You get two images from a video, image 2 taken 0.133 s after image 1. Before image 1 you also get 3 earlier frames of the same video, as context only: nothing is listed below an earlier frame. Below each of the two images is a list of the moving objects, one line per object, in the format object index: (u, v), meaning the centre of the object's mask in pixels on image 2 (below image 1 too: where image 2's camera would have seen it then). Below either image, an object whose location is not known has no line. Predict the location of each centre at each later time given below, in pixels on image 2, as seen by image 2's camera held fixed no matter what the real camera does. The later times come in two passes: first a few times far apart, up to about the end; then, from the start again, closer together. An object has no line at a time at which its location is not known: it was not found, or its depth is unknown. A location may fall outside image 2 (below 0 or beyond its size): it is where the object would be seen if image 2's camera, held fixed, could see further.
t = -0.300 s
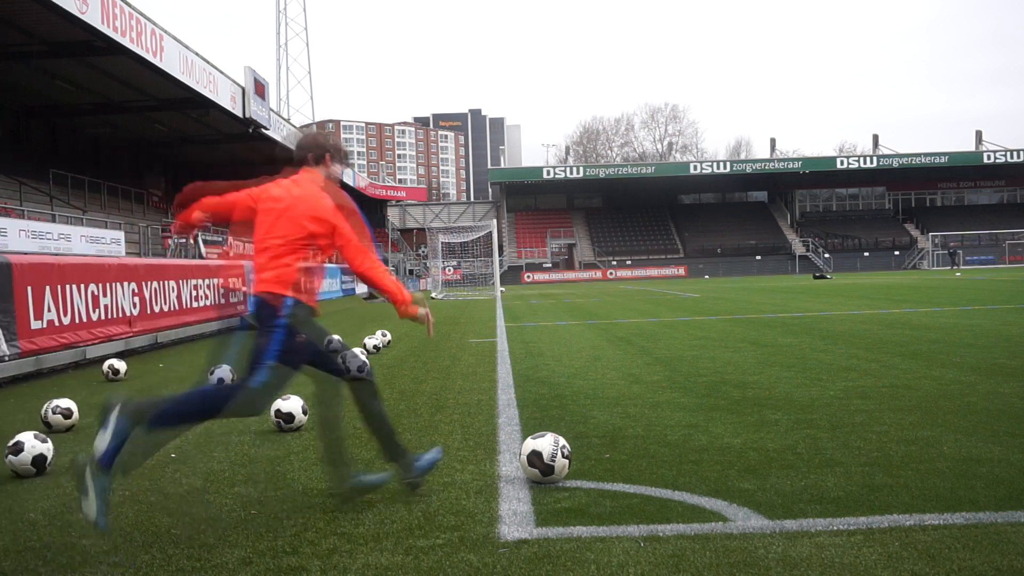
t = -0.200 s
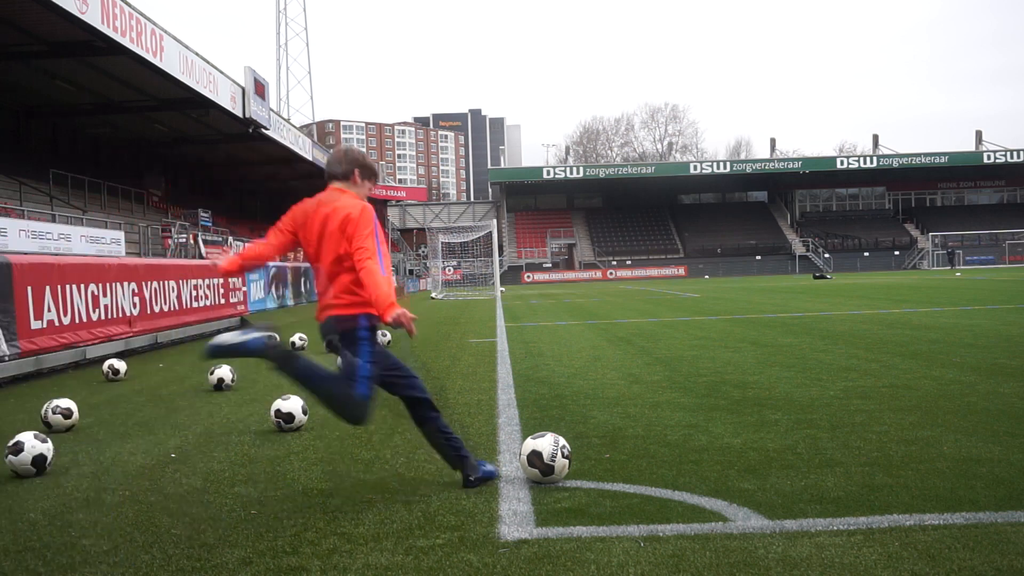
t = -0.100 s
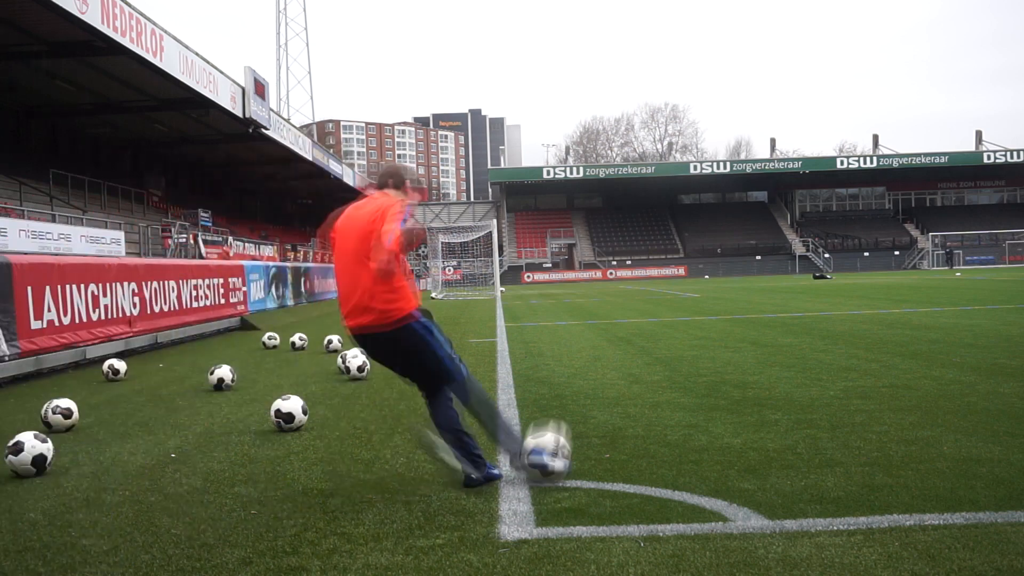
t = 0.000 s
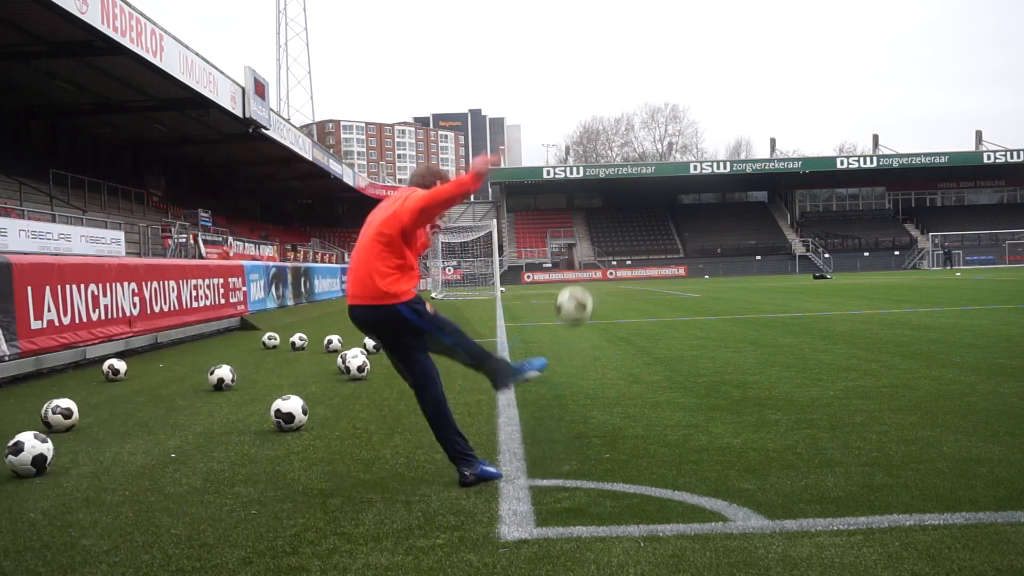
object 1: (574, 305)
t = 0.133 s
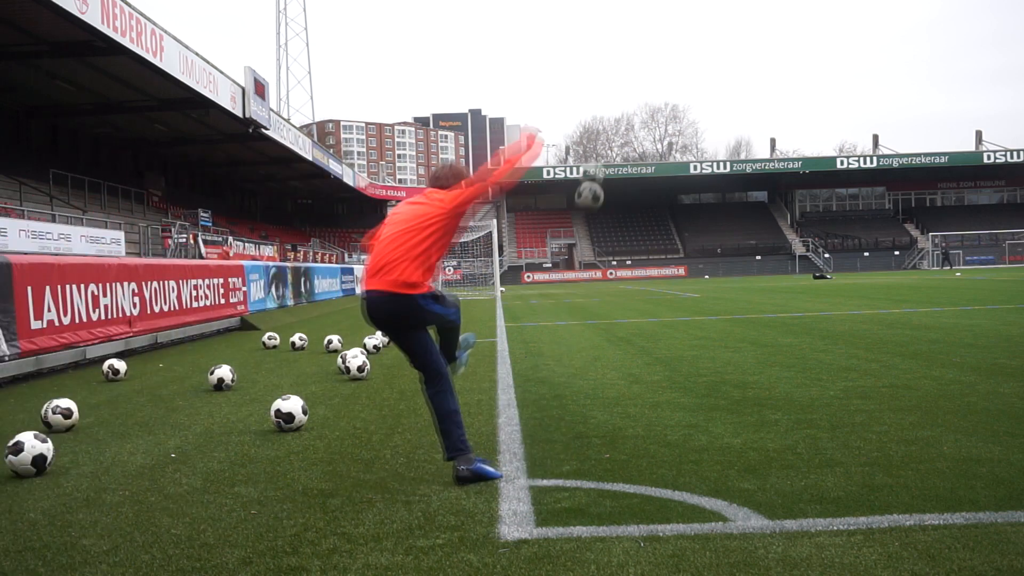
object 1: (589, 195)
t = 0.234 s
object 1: (592, 142)
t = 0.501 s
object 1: (583, 107)
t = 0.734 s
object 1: (568, 117)
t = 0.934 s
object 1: (553, 140)
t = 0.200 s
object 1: (592, 155)
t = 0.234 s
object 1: (592, 142)
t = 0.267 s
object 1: (591, 133)
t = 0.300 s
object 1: (590, 125)
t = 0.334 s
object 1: (590, 122)
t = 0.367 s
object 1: (589, 116)
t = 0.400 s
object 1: (588, 112)
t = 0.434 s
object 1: (586, 109)
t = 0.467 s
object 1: (584, 108)
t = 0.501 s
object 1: (583, 107)
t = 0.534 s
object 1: (581, 107)
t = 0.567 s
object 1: (578, 108)
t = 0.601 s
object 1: (576, 108)
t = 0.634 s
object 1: (574, 110)
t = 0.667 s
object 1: (572, 112)
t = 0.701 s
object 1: (570, 114)
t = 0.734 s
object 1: (568, 117)
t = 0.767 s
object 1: (564, 122)
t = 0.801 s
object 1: (562, 125)
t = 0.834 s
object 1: (560, 128)
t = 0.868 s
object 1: (557, 133)
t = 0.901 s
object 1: (555, 138)
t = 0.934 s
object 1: (553, 140)
